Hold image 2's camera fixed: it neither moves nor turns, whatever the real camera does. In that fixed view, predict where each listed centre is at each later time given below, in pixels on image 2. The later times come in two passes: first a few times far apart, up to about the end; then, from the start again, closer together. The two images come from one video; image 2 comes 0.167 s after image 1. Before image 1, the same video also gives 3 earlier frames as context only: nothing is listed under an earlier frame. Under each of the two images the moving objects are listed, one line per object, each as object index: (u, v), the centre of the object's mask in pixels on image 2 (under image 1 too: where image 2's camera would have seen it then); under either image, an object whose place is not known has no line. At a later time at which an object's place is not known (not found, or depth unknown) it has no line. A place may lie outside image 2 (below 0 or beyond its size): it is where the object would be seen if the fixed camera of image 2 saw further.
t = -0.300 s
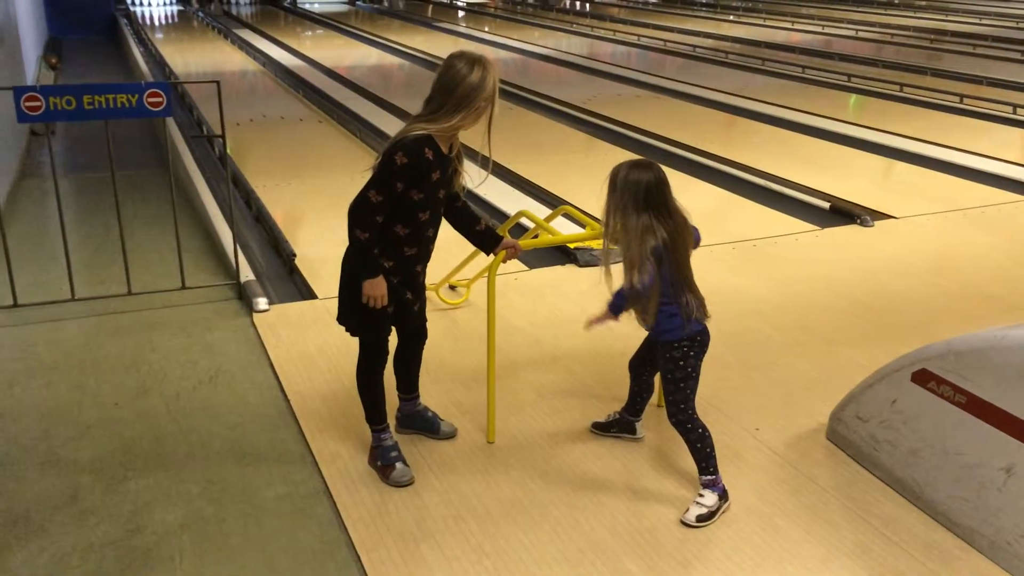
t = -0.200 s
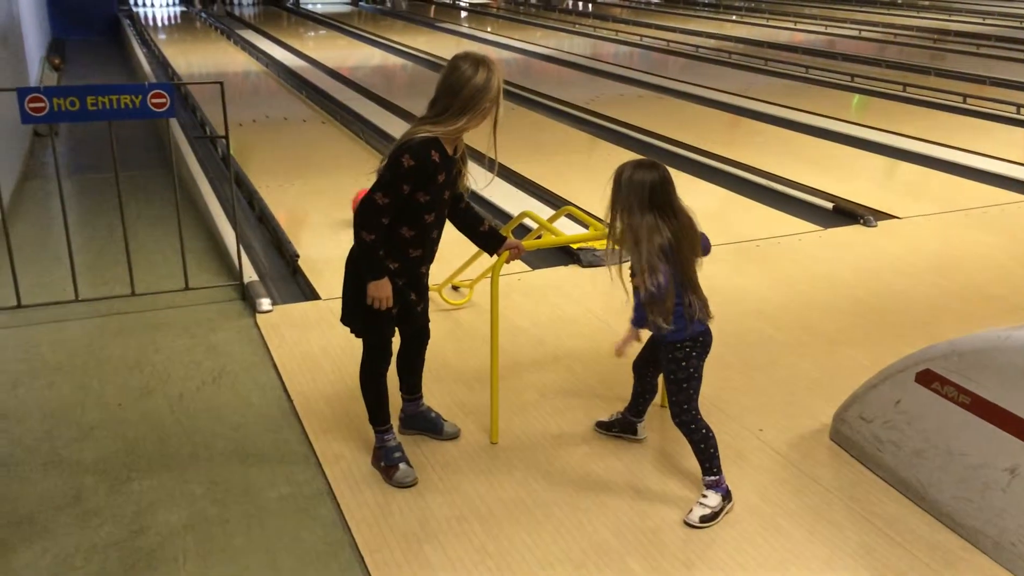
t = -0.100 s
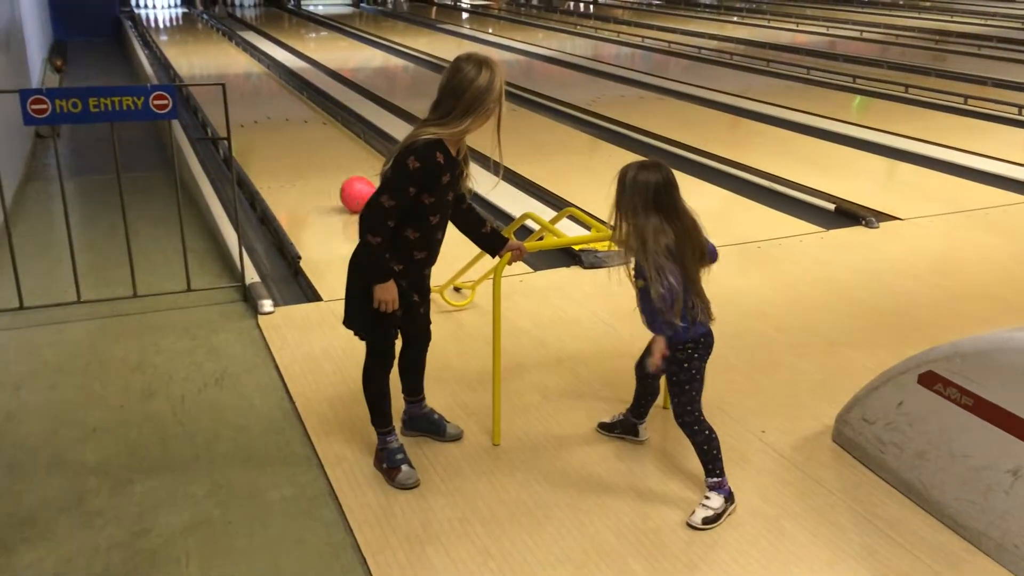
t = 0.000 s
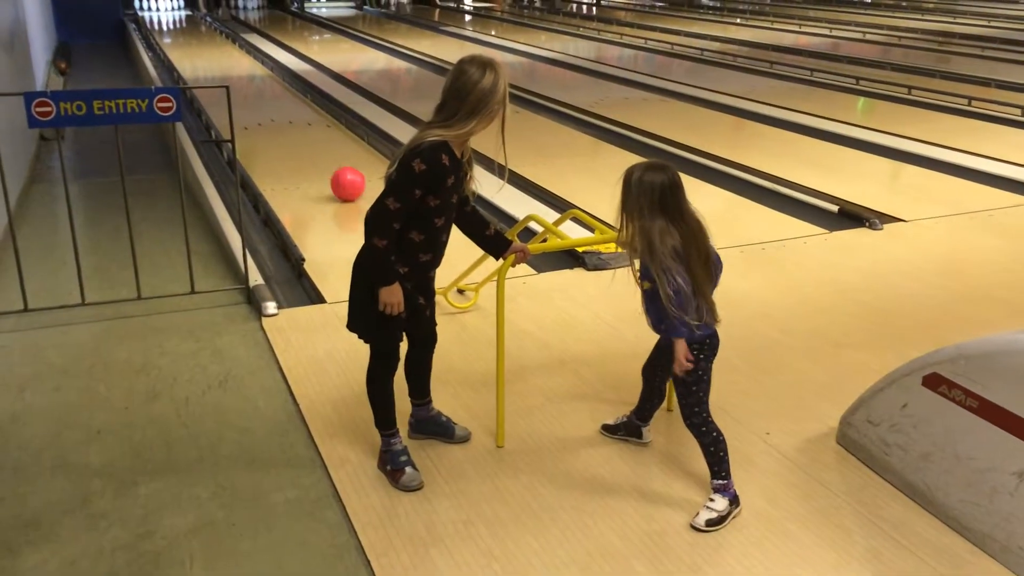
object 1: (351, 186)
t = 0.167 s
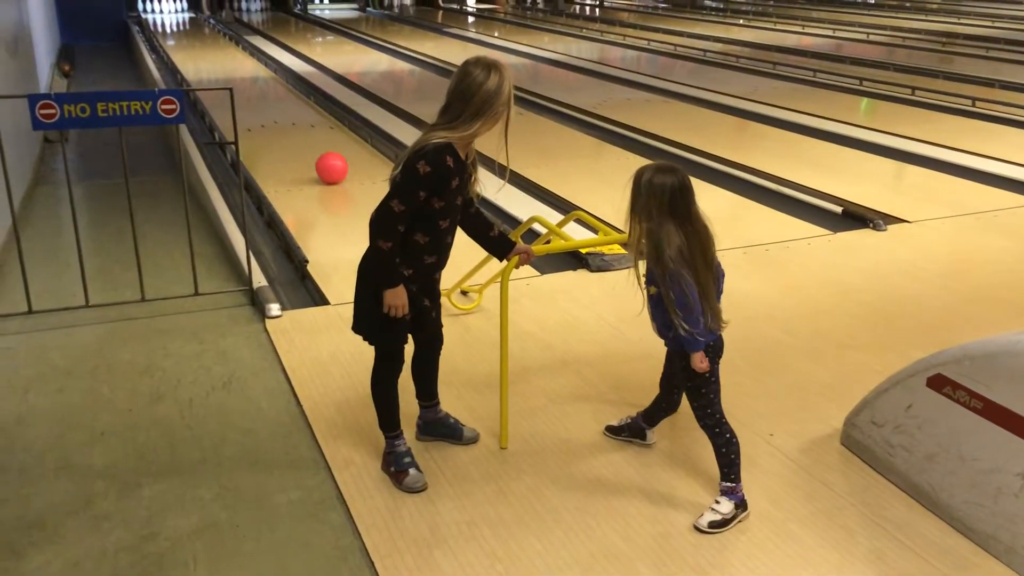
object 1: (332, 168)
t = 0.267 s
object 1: (321, 159)
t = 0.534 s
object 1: (298, 137)
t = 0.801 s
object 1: (279, 121)
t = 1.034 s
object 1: (267, 109)
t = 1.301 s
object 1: (255, 99)
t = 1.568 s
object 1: (246, 87)
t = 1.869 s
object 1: (235, 79)
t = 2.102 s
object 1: (228, 73)
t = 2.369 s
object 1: (221, 66)
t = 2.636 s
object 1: (214, 61)
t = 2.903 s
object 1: (208, 55)
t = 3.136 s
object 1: (204, 51)
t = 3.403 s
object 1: (199, 47)
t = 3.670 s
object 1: (194, 42)
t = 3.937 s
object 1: (190, 38)
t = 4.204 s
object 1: (187, 35)
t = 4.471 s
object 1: (183, 32)
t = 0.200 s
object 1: (328, 165)
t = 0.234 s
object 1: (324, 162)
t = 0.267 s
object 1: (321, 159)
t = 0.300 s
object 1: (318, 156)
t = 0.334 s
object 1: (315, 153)
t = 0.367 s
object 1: (312, 150)
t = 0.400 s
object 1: (309, 148)
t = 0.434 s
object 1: (306, 145)
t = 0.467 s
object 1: (304, 143)
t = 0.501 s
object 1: (300, 140)
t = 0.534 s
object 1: (298, 137)
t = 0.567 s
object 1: (295, 135)
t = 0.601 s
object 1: (293, 133)
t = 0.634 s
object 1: (290, 130)
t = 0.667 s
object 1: (288, 128)
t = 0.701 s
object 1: (285, 126)
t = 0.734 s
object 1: (283, 124)
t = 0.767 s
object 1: (281, 123)
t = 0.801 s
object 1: (279, 121)
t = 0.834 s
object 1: (278, 119)
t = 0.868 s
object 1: (275, 117)
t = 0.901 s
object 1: (273, 115)
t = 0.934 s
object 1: (272, 114)
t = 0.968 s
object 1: (270, 112)
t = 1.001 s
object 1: (268, 110)
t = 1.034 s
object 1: (267, 109)
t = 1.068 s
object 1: (265, 107)
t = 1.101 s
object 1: (263, 106)
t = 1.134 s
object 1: (262, 104)
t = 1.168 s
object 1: (259, 102)
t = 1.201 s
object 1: (258, 102)
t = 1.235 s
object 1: (258, 101)
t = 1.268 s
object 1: (256, 99)
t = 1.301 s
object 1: (255, 99)
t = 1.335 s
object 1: (254, 97)
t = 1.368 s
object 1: (253, 96)
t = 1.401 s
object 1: (252, 94)
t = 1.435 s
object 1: (251, 93)
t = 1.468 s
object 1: (249, 92)
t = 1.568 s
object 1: (246, 87)
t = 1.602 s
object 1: (244, 86)
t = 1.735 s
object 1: (239, 82)
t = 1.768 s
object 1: (238, 82)
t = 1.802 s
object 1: (237, 81)
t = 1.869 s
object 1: (235, 79)
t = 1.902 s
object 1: (234, 78)
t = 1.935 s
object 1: (233, 78)
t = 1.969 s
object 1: (232, 77)
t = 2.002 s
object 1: (231, 76)
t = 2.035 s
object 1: (230, 75)
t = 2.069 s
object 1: (229, 74)
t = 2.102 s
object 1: (228, 73)
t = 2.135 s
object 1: (227, 72)
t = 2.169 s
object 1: (226, 71)
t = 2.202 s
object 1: (226, 71)
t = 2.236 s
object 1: (224, 70)
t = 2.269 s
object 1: (223, 69)
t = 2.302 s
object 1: (223, 68)
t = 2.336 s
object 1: (222, 67)
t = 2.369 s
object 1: (221, 66)
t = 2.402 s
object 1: (219, 66)
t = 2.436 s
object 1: (219, 65)
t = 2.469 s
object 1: (218, 64)
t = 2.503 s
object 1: (217, 64)
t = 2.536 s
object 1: (216, 63)
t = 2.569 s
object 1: (216, 62)
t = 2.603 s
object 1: (215, 61)
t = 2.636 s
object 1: (214, 61)
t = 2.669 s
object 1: (213, 60)
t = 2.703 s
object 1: (213, 59)
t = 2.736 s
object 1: (212, 58)
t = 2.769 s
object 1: (211, 58)
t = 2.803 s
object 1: (210, 57)
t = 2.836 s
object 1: (209, 56)
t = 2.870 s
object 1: (209, 56)
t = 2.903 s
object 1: (208, 55)
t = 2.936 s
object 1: (207, 54)
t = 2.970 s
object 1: (206, 54)
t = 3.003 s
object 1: (206, 53)
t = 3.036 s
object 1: (206, 53)
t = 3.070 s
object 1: (205, 52)
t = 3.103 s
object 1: (204, 52)
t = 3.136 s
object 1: (204, 51)
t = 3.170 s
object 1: (204, 51)
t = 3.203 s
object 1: (202, 50)
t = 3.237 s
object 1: (202, 50)
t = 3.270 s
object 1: (201, 49)
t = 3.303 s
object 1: (201, 49)
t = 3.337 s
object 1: (200, 48)
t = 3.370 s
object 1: (200, 47)
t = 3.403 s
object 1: (199, 47)
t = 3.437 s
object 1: (198, 46)
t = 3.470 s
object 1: (198, 46)
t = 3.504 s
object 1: (198, 45)
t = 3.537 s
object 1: (198, 45)
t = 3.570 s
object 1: (197, 45)
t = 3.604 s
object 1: (195, 44)
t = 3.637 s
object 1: (195, 43)
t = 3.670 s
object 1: (194, 42)
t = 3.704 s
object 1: (194, 41)
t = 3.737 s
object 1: (193, 41)
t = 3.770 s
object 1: (193, 41)
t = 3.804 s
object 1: (192, 40)
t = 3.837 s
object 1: (192, 39)
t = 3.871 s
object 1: (191, 39)
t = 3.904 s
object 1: (191, 39)
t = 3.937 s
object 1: (190, 38)
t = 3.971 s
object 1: (190, 38)
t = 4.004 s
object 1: (190, 38)
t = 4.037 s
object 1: (190, 37)
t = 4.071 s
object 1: (190, 37)
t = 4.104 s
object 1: (189, 36)
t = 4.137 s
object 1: (188, 36)
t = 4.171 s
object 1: (188, 36)
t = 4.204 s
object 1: (187, 35)
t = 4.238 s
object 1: (186, 34)
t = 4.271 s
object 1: (186, 34)
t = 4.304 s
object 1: (186, 34)
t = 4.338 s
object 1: (186, 34)
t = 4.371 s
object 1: (185, 33)
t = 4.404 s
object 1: (184, 33)
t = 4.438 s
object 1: (184, 33)
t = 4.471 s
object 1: (183, 32)
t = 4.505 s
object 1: (183, 32)
